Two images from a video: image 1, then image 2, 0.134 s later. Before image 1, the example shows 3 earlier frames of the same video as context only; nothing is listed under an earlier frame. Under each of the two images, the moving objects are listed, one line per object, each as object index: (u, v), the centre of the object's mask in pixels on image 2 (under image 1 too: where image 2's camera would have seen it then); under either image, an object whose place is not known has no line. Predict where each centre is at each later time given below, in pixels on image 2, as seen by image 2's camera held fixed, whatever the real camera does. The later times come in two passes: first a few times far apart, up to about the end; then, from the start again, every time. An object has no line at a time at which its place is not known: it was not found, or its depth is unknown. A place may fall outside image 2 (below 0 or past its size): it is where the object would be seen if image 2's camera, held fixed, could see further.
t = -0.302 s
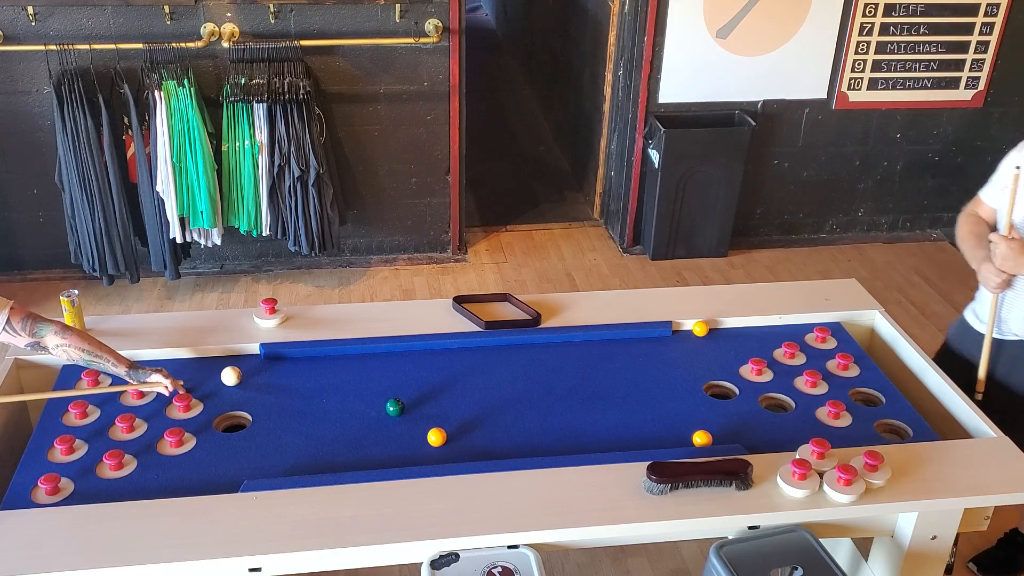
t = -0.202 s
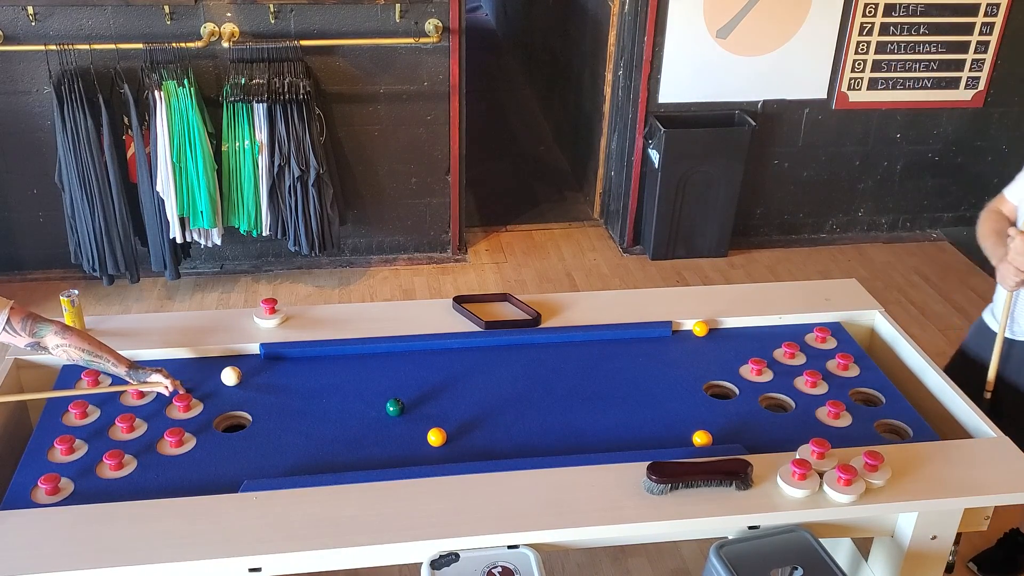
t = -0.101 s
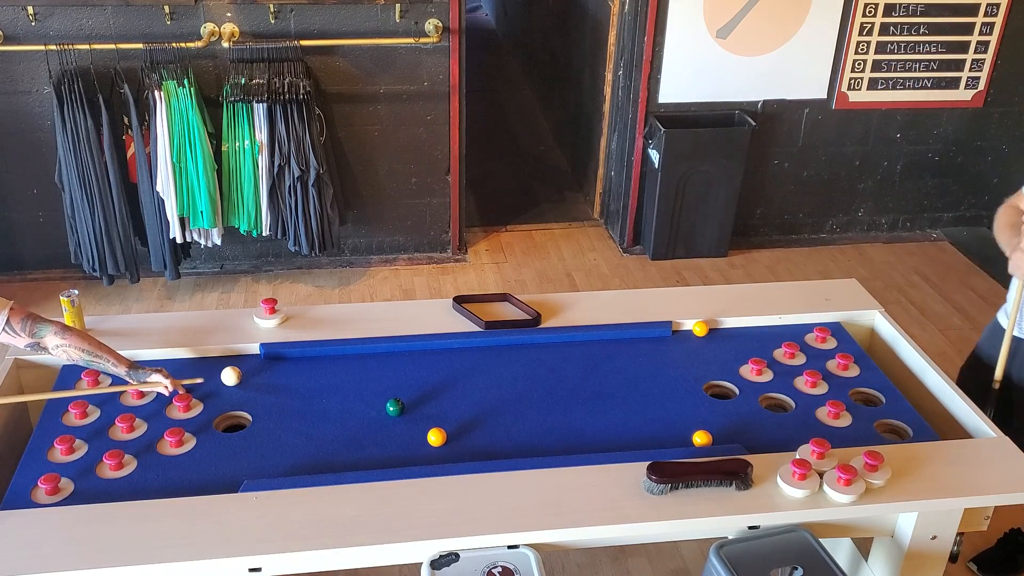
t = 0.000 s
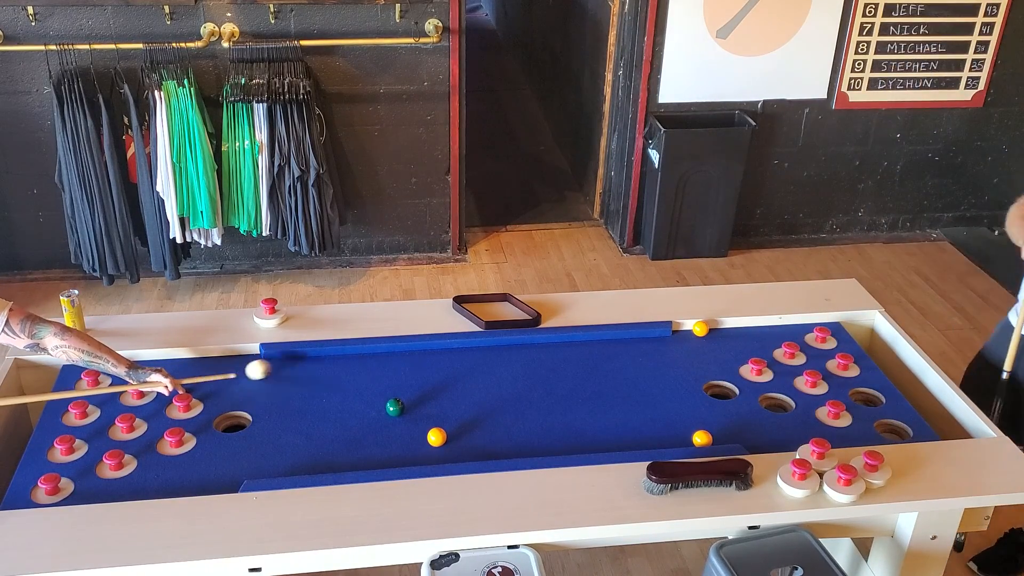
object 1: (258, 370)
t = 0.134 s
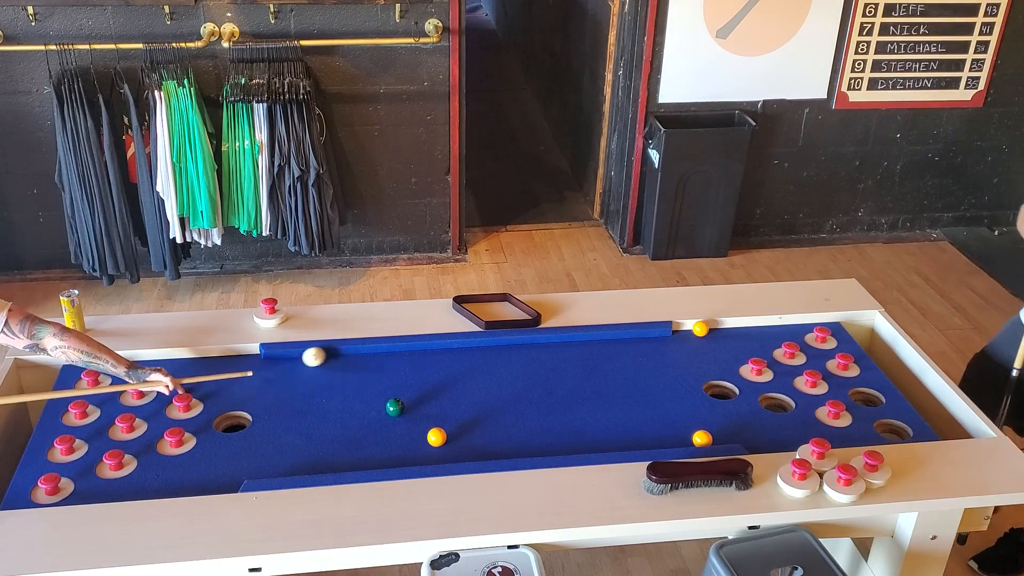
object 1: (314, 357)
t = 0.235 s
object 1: (345, 355)
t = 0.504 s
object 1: (423, 357)
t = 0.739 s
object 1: (487, 358)
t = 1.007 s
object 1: (559, 360)
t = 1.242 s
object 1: (620, 361)
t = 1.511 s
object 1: (686, 363)
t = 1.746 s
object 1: (739, 364)
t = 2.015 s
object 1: (726, 363)
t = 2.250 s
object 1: (715, 362)
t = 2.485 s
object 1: (706, 361)
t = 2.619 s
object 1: (702, 361)
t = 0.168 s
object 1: (325, 354)
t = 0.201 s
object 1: (335, 355)
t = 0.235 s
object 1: (345, 355)
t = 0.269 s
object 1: (355, 356)
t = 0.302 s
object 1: (365, 356)
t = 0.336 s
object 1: (375, 356)
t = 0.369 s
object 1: (384, 356)
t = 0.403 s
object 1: (394, 356)
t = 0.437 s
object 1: (404, 357)
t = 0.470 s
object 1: (413, 357)
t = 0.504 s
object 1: (423, 357)
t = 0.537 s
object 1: (432, 357)
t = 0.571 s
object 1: (441, 357)
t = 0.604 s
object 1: (450, 358)
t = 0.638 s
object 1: (460, 358)
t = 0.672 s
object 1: (469, 358)
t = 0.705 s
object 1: (478, 358)
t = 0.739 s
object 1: (487, 358)
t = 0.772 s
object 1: (496, 358)
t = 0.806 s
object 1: (505, 359)
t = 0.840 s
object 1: (514, 359)
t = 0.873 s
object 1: (523, 359)
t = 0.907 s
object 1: (532, 359)
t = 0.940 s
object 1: (541, 359)
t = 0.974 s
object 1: (550, 360)
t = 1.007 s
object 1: (559, 360)
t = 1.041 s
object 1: (568, 360)
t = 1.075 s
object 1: (576, 360)
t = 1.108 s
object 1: (585, 360)
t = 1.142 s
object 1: (594, 360)
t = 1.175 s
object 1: (602, 361)
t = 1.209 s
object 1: (611, 361)
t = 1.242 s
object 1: (620, 361)
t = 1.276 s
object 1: (628, 361)
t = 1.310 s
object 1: (636, 361)
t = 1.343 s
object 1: (645, 362)
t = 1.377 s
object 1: (653, 362)
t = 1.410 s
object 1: (662, 362)
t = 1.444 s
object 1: (670, 362)
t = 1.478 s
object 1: (678, 363)
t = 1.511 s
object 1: (686, 363)
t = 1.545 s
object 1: (694, 363)
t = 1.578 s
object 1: (702, 363)
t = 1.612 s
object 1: (711, 364)
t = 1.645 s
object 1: (719, 364)
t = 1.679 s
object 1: (727, 364)
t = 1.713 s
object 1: (734, 364)
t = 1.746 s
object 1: (739, 364)
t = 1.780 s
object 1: (738, 363)
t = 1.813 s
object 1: (736, 364)
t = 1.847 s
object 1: (734, 364)
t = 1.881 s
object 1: (733, 364)
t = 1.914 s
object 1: (731, 364)
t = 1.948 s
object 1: (729, 364)
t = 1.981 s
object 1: (728, 363)
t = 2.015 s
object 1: (726, 363)
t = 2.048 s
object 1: (724, 363)
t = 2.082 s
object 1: (723, 363)
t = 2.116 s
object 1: (721, 363)
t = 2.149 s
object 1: (720, 363)
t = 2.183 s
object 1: (718, 363)
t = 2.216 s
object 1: (717, 362)
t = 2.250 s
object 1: (715, 362)
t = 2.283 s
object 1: (714, 362)
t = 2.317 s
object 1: (712, 362)
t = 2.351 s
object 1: (711, 362)
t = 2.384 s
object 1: (710, 362)
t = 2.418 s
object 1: (709, 362)
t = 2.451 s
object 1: (707, 362)
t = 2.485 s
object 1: (706, 361)
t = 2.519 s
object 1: (705, 362)
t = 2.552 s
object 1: (704, 361)
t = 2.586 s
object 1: (702, 361)
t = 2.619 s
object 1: (702, 361)
